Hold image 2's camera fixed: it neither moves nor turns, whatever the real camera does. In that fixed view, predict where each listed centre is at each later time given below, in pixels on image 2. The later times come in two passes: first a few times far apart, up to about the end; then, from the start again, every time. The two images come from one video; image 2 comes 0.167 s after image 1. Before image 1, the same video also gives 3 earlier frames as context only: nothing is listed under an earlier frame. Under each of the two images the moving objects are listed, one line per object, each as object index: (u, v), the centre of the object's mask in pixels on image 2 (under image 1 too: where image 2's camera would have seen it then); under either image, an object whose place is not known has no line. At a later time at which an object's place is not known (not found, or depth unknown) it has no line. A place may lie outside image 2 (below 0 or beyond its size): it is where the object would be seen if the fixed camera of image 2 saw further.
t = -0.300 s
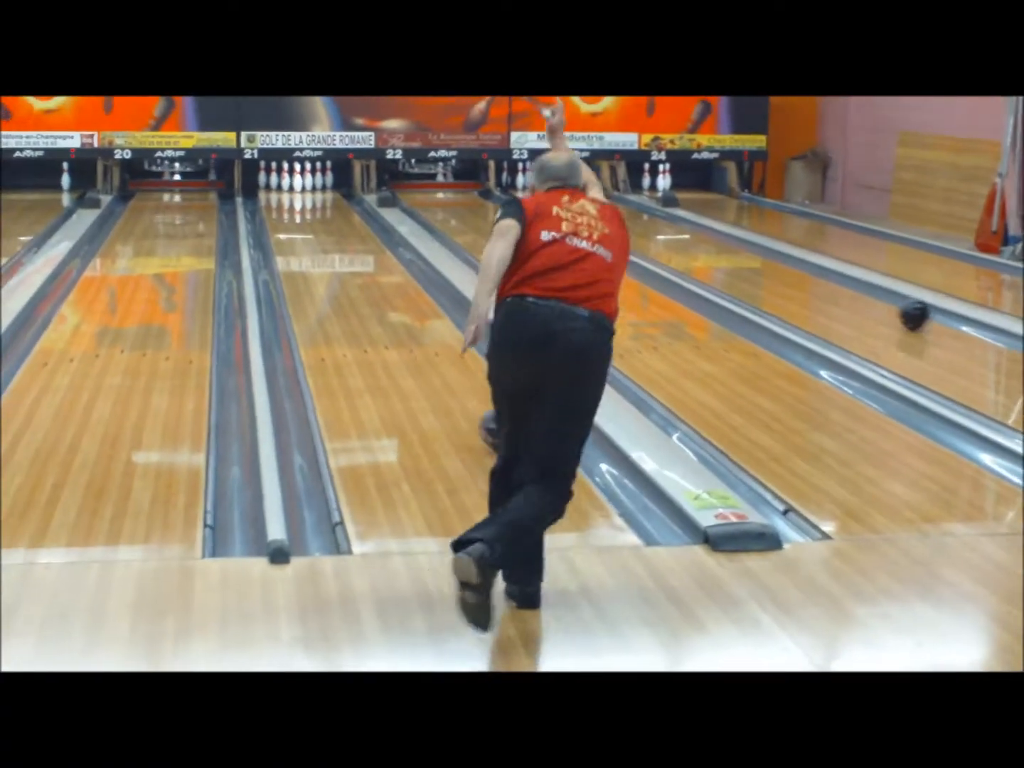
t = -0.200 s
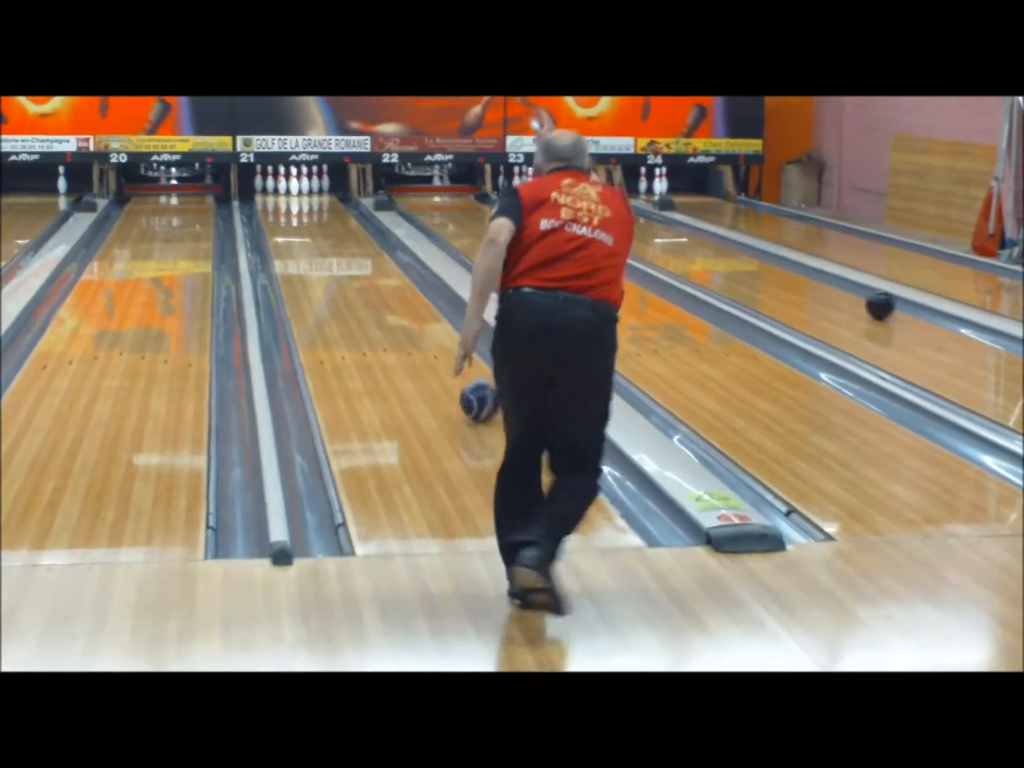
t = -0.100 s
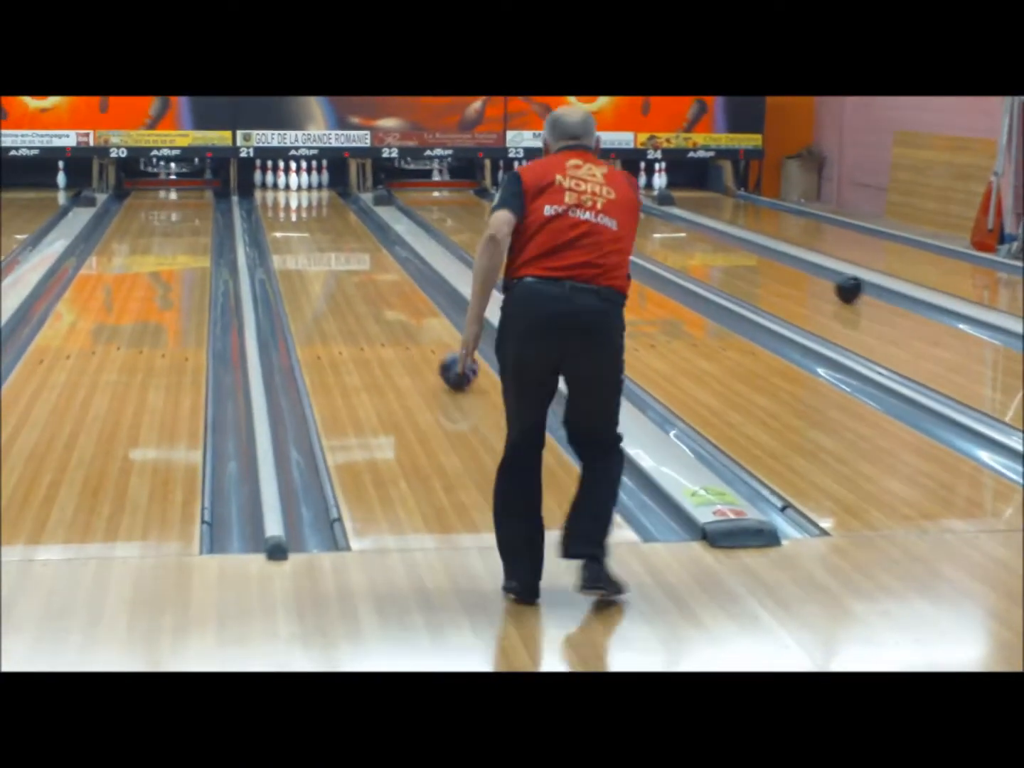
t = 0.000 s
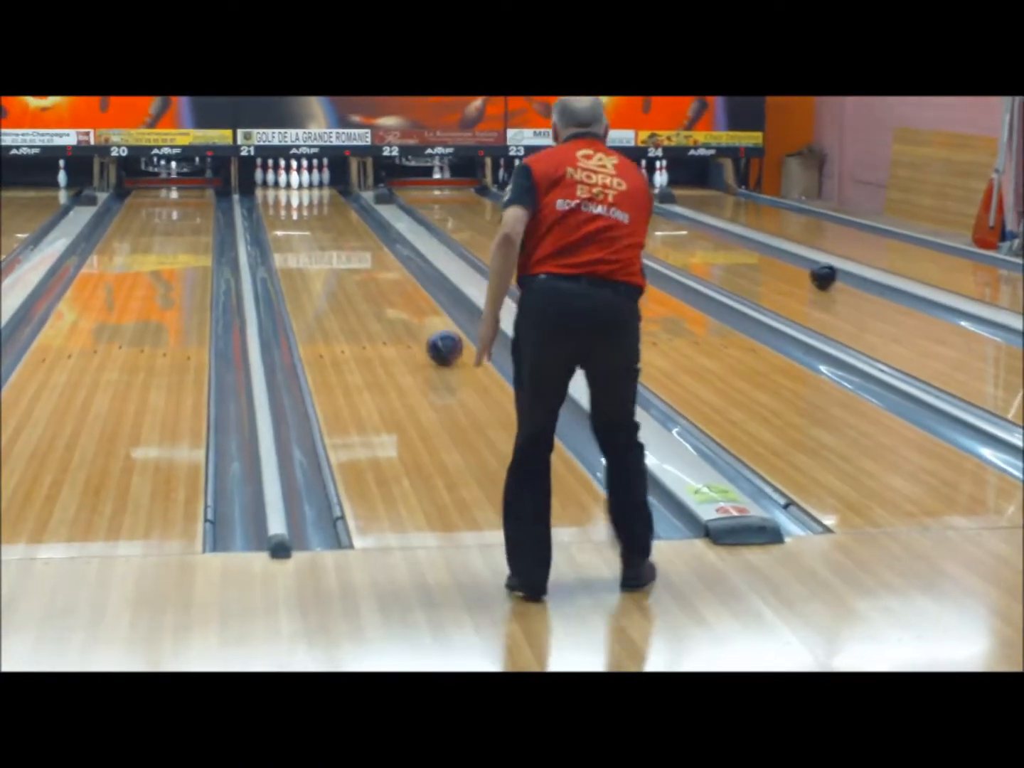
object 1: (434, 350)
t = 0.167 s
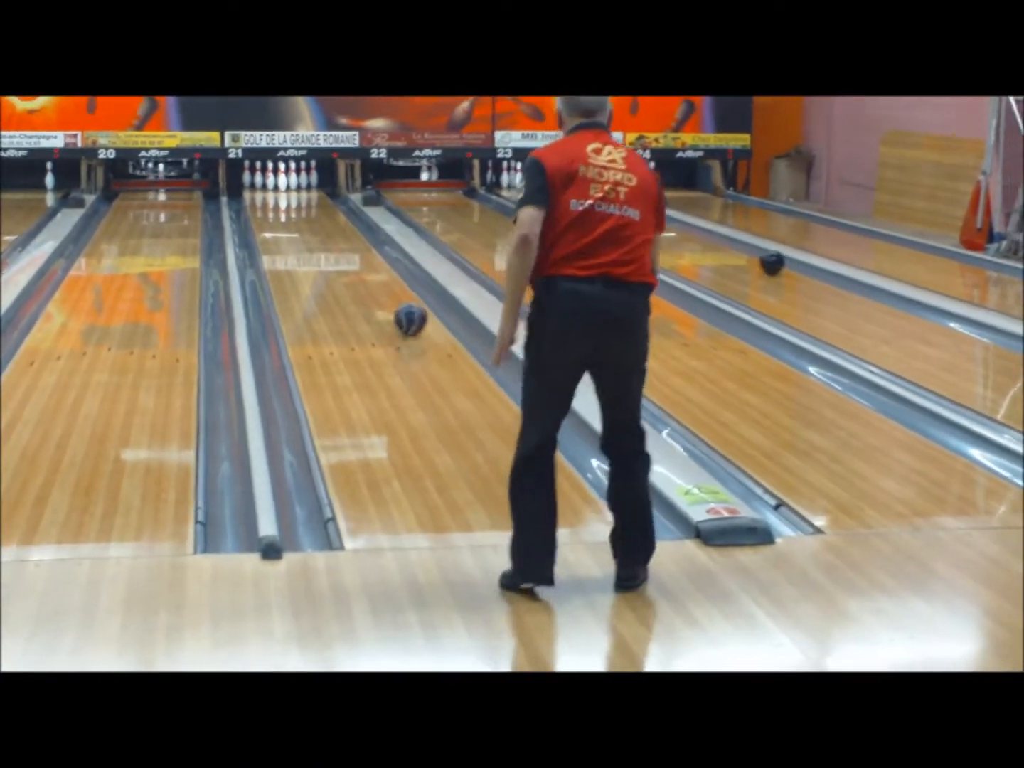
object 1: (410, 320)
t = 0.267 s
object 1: (400, 305)
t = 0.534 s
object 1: (373, 272)
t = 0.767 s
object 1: (356, 250)
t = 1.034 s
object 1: (340, 230)
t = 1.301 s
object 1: (326, 214)
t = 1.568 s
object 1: (312, 201)
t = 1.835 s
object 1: (300, 192)
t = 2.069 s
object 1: (289, 184)
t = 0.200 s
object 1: (407, 314)
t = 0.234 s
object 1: (403, 309)
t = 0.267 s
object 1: (400, 305)
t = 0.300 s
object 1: (395, 300)
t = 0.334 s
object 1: (392, 296)
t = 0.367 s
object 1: (389, 292)
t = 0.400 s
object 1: (385, 287)
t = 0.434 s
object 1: (382, 283)
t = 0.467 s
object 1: (379, 279)
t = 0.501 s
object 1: (376, 276)
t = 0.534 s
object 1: (373, 272)
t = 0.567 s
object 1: (370, 269)
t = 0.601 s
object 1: (368, 265)
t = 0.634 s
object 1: (365, 262)
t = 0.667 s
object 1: (362, 259)
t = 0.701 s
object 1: (360, 257)
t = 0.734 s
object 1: (358, 253)
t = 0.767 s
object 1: (356, 250)
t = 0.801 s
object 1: (353, 247)
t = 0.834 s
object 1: (351, 245)
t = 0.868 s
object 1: (350, 242)
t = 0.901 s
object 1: (347, 240)
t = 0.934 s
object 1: (345, 237)
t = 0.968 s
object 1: (344, 235)
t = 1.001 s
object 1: (341, 233)
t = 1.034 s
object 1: (340, 230)
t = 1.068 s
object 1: (338, 227)
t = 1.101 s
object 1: (336, 226)
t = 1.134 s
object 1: (334, 223)
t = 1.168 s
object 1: (333, 222)
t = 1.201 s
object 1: (331, 220)
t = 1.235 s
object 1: (330, 218)
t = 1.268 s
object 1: (328, 216)
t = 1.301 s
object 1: (326, 214)
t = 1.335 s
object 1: (324, 212)
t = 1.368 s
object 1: (323, 210)
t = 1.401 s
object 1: (322, 209)
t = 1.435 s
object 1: (319, 207)
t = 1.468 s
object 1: (318, 206)
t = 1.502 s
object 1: (316, 204)
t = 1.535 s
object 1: (314, 202)
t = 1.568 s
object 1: (312, 201)
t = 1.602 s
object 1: (311, 200)
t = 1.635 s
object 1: (309, 198)
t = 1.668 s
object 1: (308, 197)
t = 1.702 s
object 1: (307, 196)
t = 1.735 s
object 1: (306, 196)
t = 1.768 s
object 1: (303, 194)
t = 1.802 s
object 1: (302, 193)
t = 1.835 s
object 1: (300, 192)
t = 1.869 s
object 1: (299, 190)
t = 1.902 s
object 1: (297, 189)
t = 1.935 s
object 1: (295, 189)
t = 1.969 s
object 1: (294, 188)
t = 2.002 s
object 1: (293, 187)
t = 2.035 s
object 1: (290, 185)
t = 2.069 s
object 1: (289, 184)
